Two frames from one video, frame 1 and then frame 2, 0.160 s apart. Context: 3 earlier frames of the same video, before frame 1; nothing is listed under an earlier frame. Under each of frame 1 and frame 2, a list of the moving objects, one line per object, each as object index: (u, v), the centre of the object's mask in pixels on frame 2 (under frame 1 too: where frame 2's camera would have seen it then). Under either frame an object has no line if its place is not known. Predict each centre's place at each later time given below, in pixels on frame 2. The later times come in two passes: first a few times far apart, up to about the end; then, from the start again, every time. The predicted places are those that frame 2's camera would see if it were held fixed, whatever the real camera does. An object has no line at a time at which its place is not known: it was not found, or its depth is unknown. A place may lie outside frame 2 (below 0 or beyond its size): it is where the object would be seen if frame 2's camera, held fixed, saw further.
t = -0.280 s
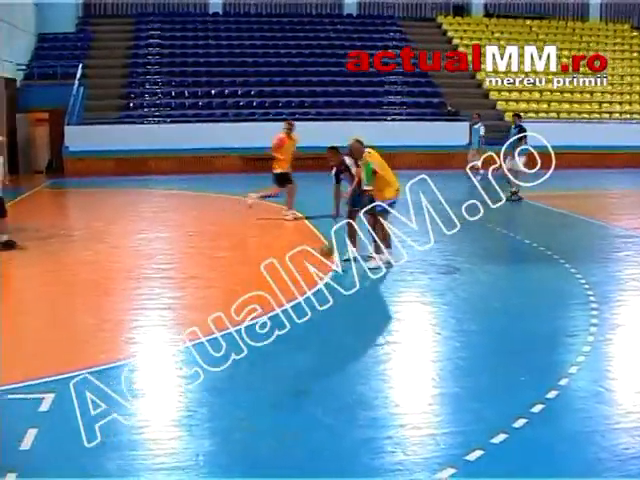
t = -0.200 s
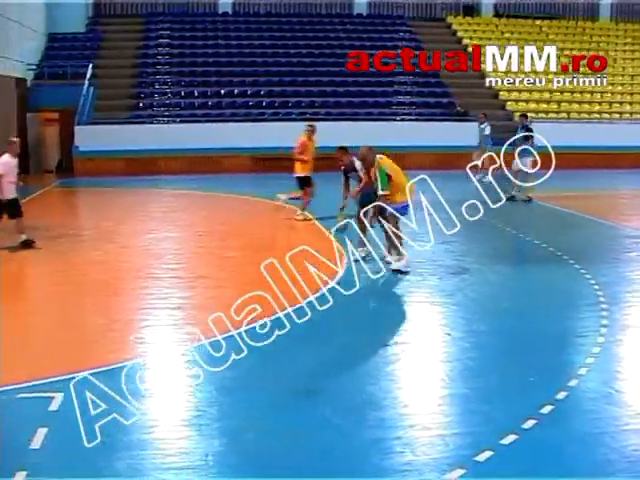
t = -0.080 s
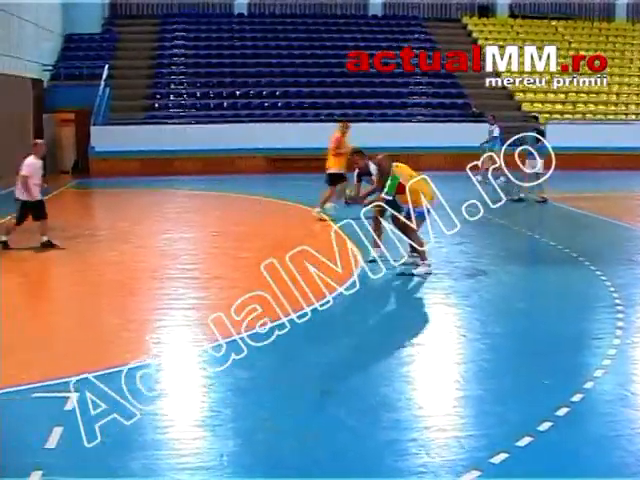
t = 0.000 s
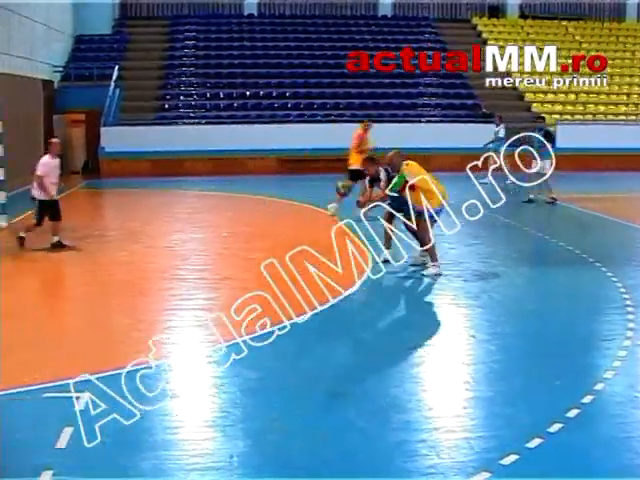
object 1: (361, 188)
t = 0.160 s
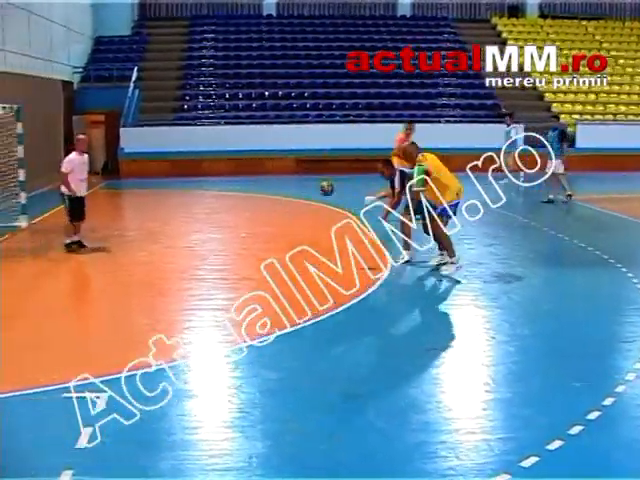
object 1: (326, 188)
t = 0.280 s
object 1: (302, 201)
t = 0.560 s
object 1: (257, 241)
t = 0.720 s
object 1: (250, 216)
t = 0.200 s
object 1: (318, 191)
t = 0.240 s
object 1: (310, 196)
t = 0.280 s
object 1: (302, 201)
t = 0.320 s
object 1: (293, 208)
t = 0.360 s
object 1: (286, 215)
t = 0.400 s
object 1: (279, 224)
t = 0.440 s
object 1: (271, 234)
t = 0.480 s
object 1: (264, 245)
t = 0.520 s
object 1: (258, 250)
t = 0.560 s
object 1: (257, 241)
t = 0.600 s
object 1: (255, 233)
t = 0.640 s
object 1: (253, 226)
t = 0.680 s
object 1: (251, 220)
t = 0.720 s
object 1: (250, 216)
